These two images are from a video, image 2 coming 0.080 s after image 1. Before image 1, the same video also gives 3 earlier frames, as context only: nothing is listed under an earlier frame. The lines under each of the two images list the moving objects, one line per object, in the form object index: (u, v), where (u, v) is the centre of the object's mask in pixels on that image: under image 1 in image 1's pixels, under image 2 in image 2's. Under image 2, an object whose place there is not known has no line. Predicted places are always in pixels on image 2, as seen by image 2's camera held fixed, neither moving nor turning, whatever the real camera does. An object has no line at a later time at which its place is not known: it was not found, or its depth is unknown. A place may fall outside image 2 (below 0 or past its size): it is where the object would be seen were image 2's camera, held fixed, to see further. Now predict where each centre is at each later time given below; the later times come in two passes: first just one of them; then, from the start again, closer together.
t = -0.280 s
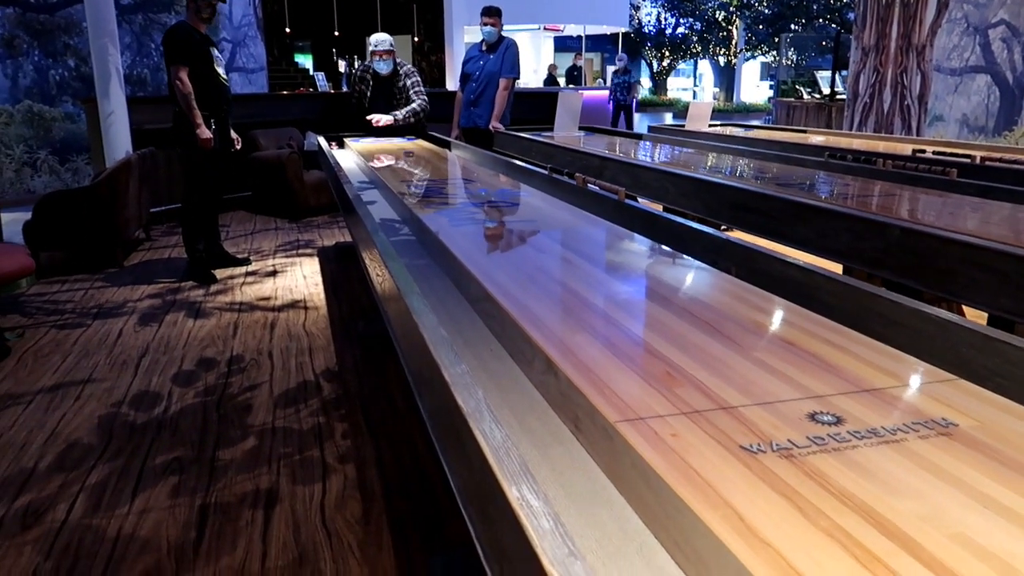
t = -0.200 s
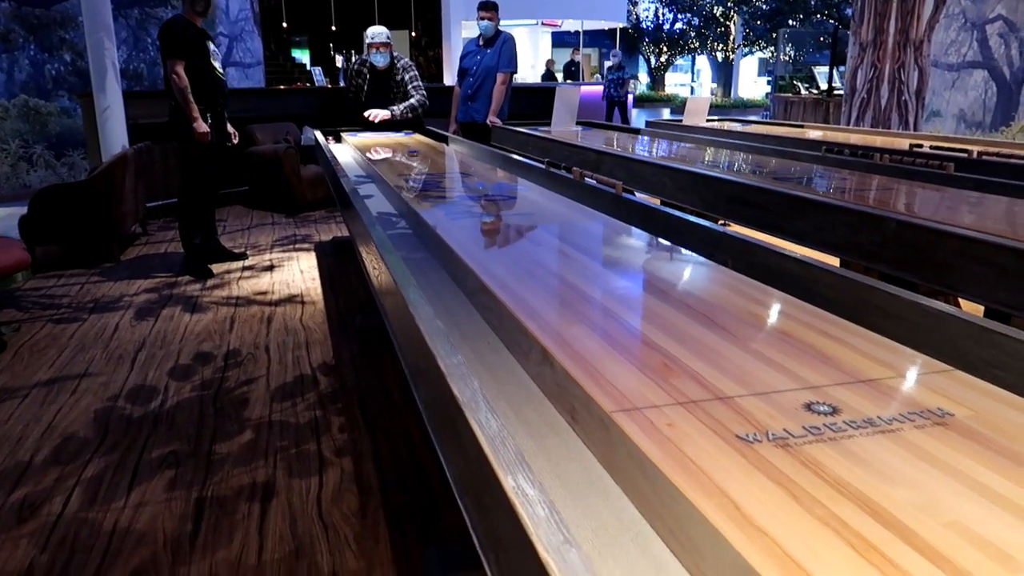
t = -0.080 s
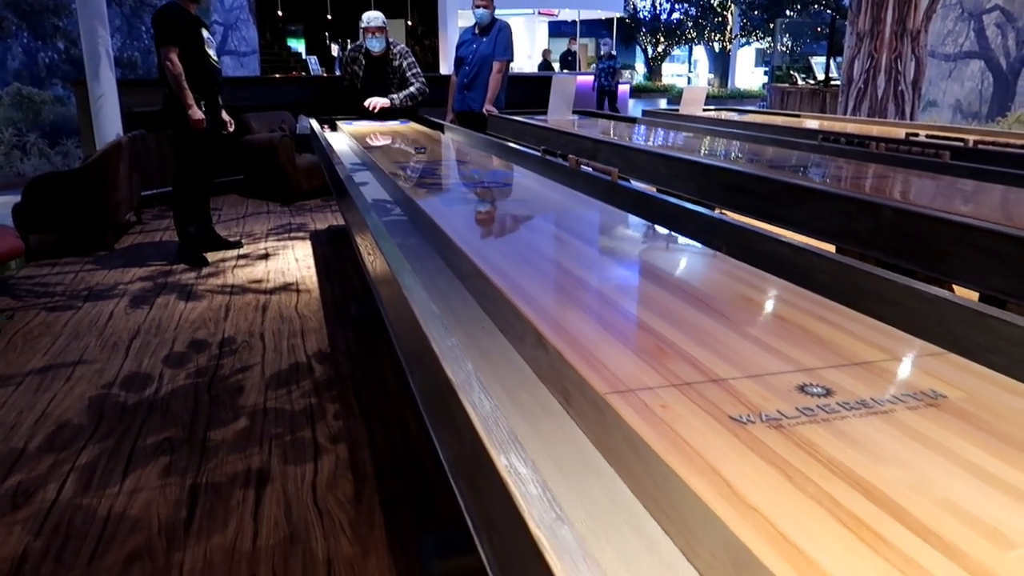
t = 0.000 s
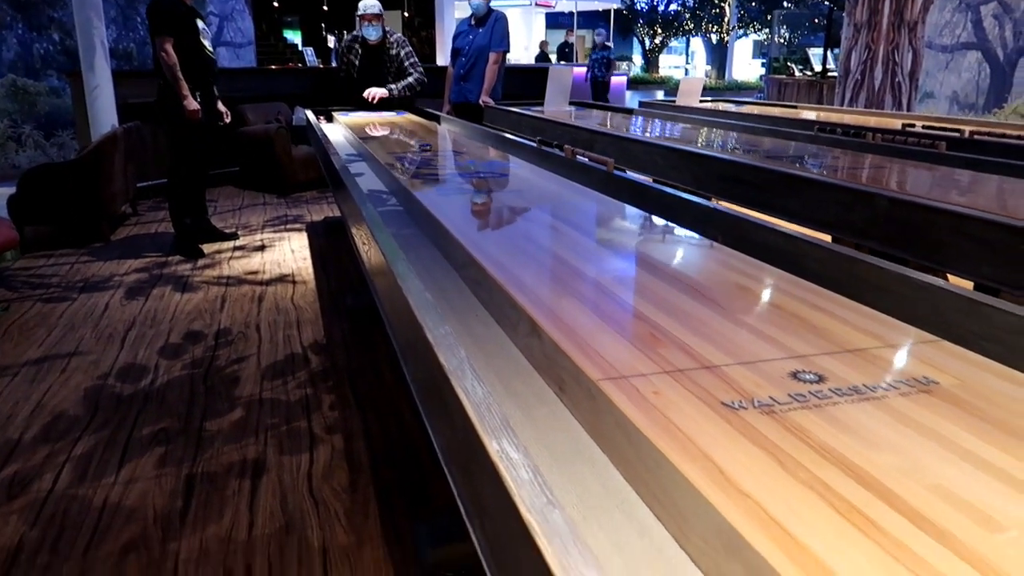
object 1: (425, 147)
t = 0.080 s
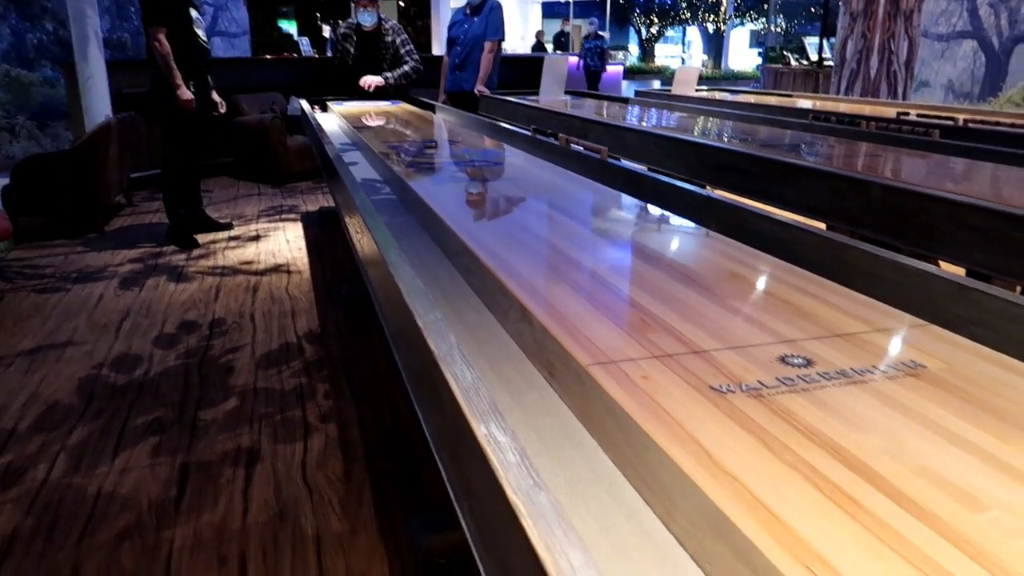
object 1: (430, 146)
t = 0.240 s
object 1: (456, 164)
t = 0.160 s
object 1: (442, 155)
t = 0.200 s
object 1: (449, 158)
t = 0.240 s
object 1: (456, 164)
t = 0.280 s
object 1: (464, 170)
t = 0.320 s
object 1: (471, 174)
